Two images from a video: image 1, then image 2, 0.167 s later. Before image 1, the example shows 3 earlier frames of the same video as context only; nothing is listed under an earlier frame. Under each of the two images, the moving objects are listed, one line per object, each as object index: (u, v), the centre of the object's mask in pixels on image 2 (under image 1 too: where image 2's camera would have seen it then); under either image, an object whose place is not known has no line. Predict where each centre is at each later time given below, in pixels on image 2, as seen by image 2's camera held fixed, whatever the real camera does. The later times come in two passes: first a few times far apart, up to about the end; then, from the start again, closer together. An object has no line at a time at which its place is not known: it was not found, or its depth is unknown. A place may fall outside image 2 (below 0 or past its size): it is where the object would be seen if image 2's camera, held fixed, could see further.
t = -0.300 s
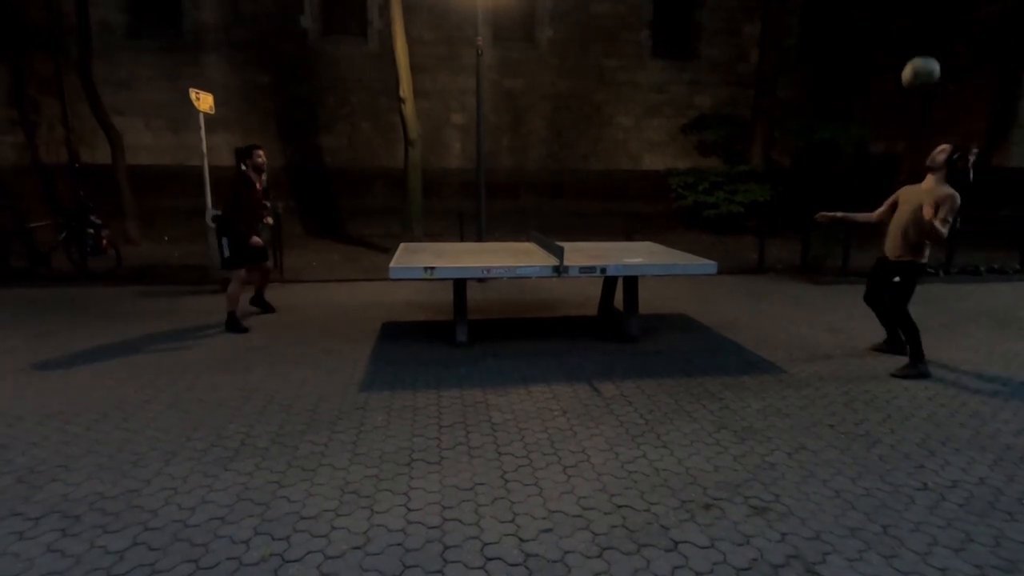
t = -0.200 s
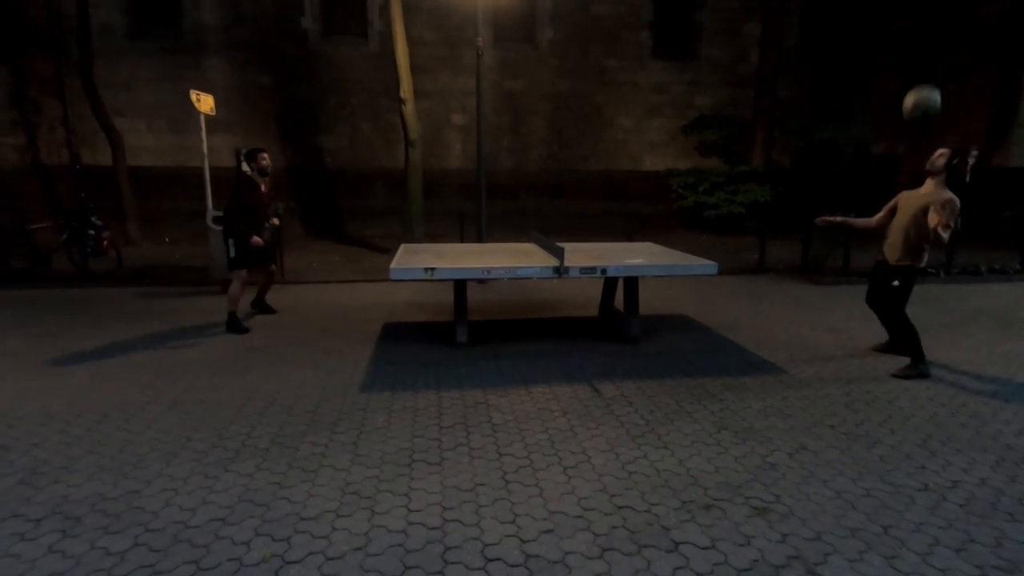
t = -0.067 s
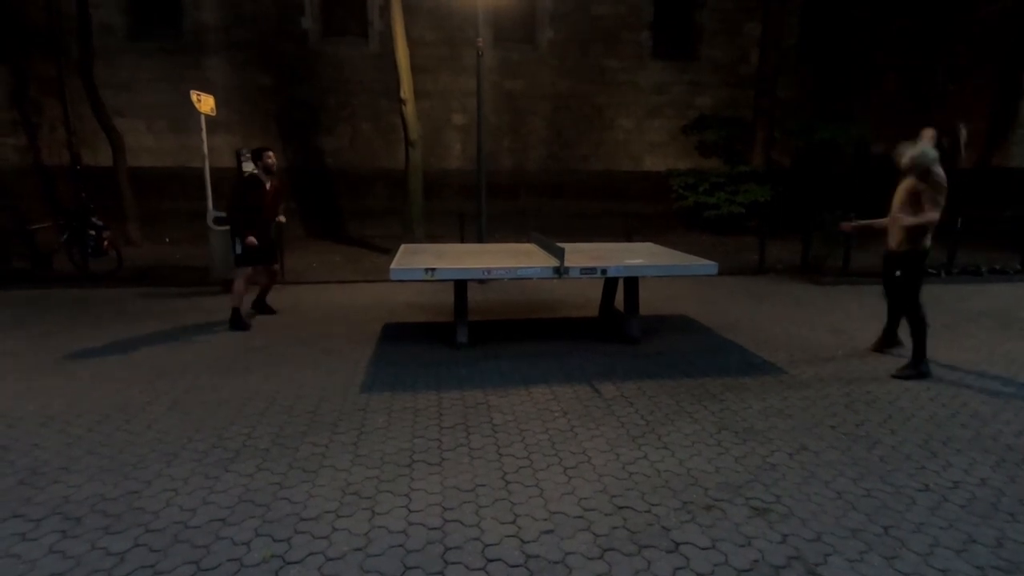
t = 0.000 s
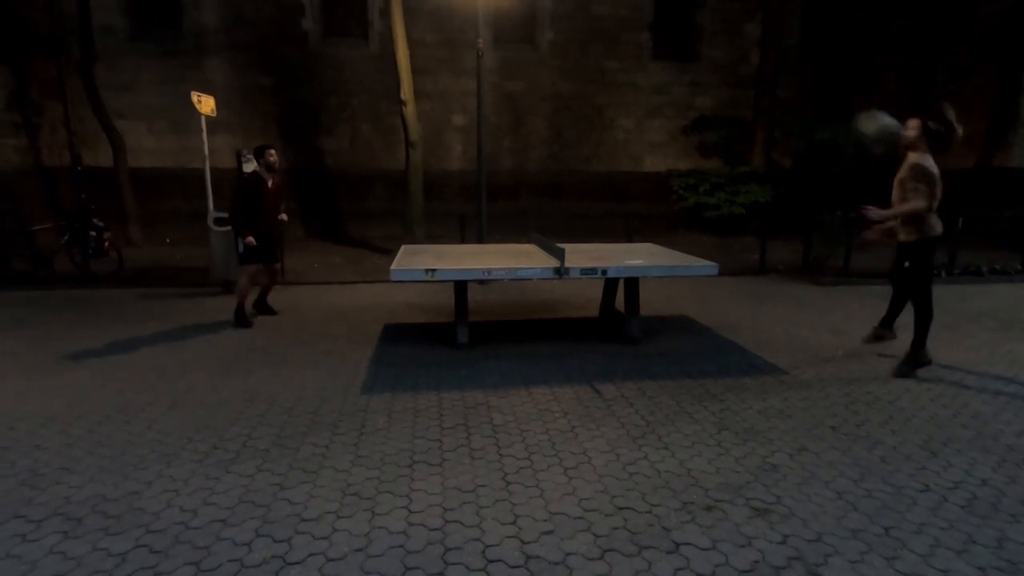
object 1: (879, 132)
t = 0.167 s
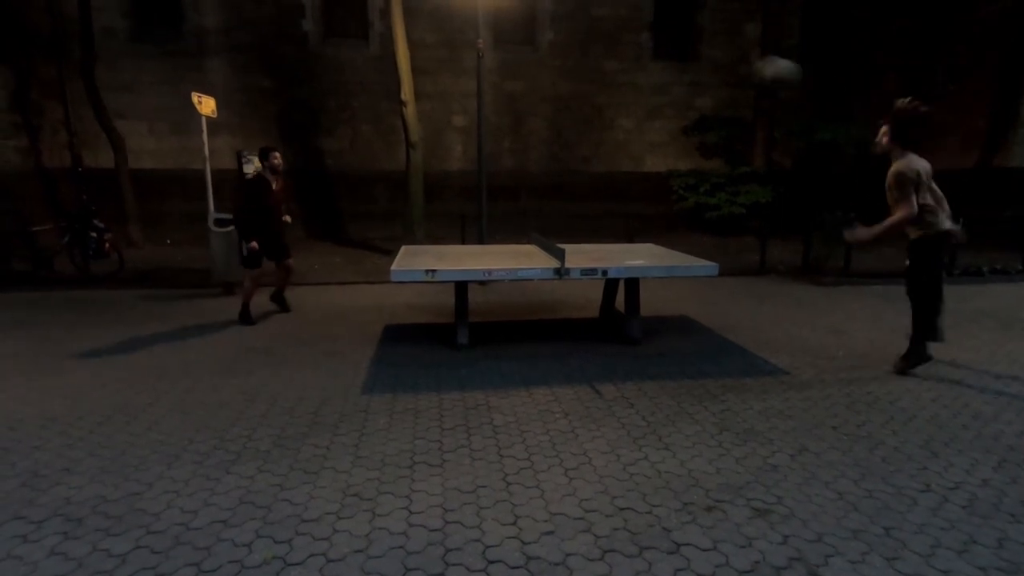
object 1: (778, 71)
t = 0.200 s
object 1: (756, 64)
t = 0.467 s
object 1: (599, 72)
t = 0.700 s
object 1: (475, 156)
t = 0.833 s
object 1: (409, 231)
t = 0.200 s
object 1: (756, 64)
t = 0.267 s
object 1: (715, 54)
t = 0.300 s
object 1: (695, 53)
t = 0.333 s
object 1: (675, 55)
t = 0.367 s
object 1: (656, 57)
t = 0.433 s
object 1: (617, 65)
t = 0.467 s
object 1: (599, 72)
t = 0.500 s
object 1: (579, 80)
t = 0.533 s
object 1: (560, 88)
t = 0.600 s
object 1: (523, 111)
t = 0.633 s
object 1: (505, 125)
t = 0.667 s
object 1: (488, 140)
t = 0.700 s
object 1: (475, 156)
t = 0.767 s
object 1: (440, 194)
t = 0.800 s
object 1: (424, 213)
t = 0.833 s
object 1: (409, 231)
